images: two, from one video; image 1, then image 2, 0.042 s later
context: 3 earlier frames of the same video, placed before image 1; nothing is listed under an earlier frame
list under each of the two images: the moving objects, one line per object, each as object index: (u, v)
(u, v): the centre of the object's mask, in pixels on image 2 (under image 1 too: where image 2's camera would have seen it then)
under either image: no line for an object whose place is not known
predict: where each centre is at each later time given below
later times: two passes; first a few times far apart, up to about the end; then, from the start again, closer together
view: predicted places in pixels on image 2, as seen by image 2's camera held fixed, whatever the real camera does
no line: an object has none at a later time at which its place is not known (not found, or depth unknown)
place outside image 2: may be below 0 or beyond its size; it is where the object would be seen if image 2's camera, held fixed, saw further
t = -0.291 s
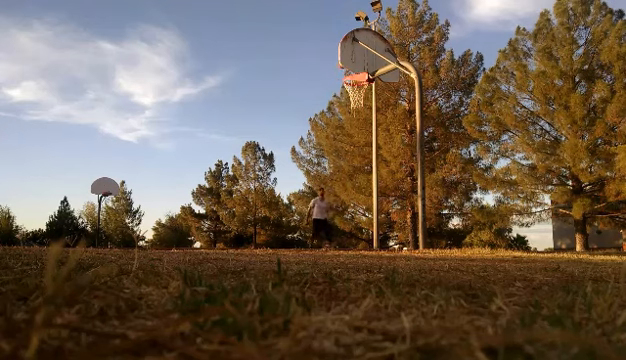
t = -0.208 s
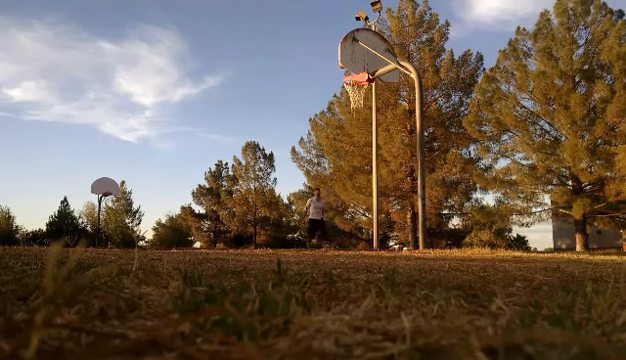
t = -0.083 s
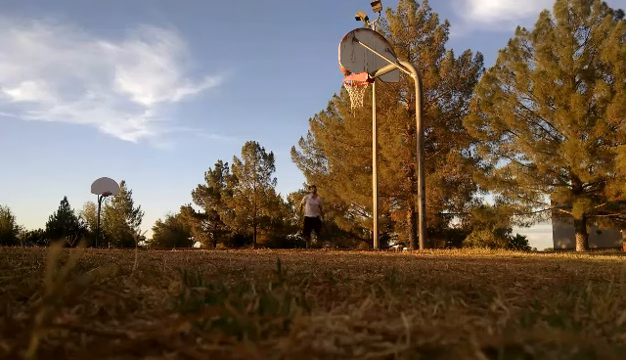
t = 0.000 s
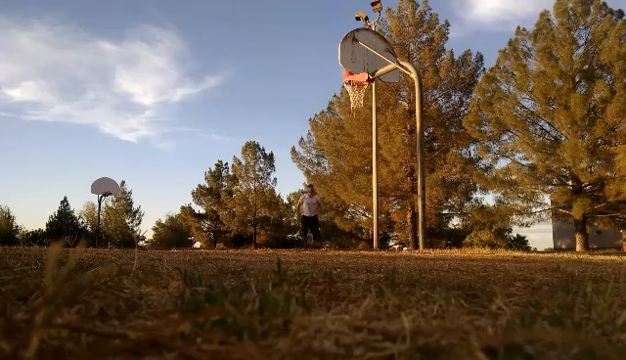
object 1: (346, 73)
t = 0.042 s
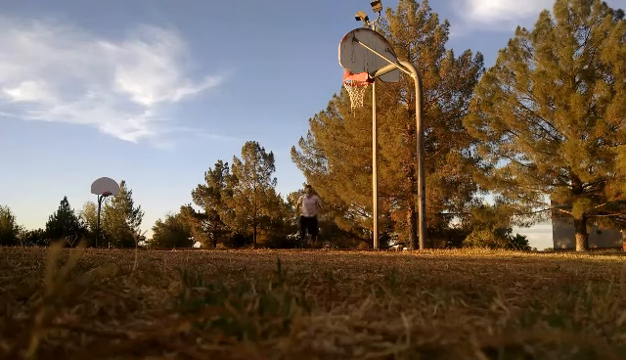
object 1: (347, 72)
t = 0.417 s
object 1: (336, 54)
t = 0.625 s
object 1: (325, 79)
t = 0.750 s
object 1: (315, 105)
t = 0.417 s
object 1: (336, 54)
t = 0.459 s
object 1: (335, 56)
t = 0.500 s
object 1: (333, 60)
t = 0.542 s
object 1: (331, 66)
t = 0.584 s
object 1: (327, 72)
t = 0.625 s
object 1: (325, 79)
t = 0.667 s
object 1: (322, 87)
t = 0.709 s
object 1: (318, 96)
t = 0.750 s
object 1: (315, 105)
